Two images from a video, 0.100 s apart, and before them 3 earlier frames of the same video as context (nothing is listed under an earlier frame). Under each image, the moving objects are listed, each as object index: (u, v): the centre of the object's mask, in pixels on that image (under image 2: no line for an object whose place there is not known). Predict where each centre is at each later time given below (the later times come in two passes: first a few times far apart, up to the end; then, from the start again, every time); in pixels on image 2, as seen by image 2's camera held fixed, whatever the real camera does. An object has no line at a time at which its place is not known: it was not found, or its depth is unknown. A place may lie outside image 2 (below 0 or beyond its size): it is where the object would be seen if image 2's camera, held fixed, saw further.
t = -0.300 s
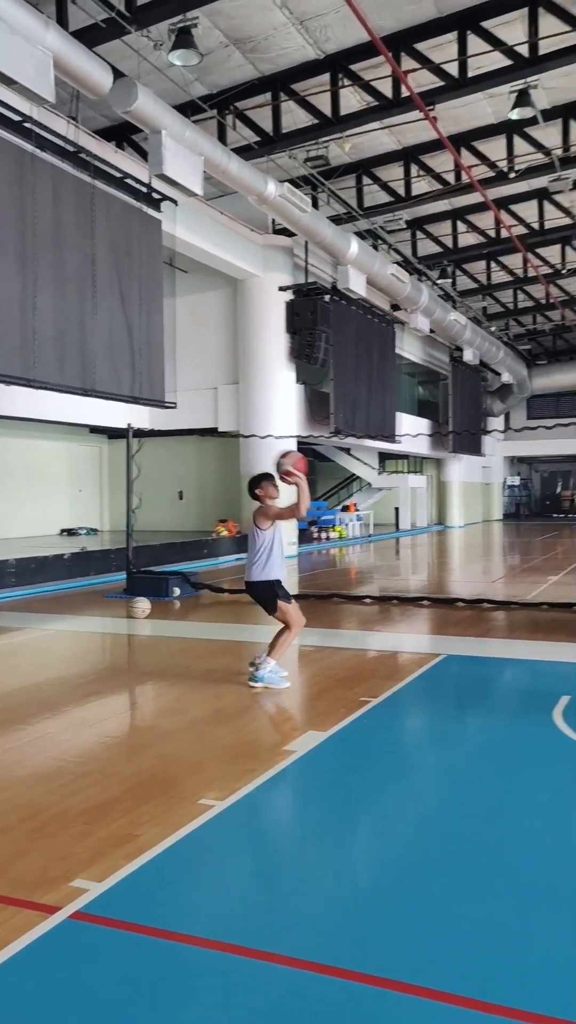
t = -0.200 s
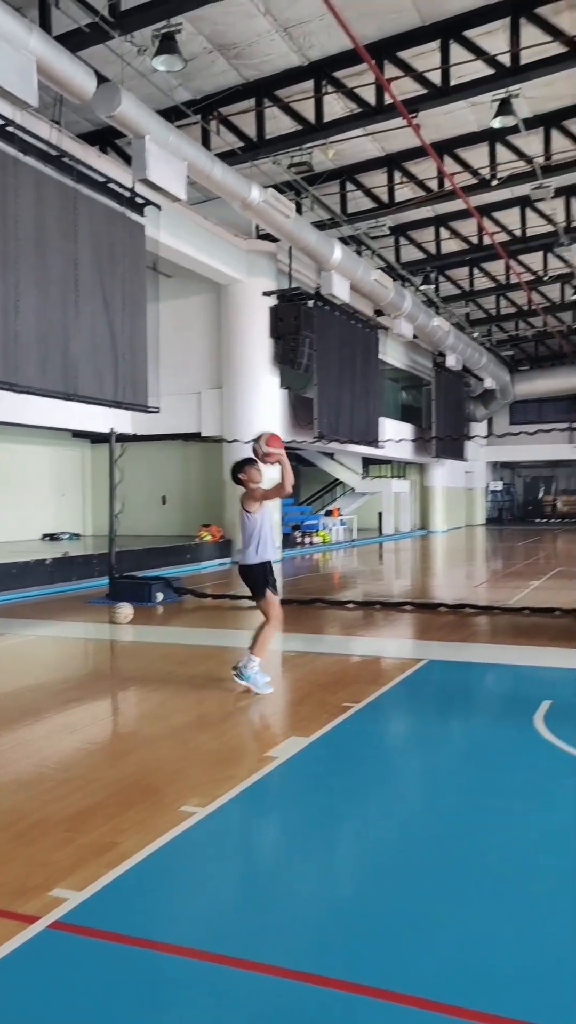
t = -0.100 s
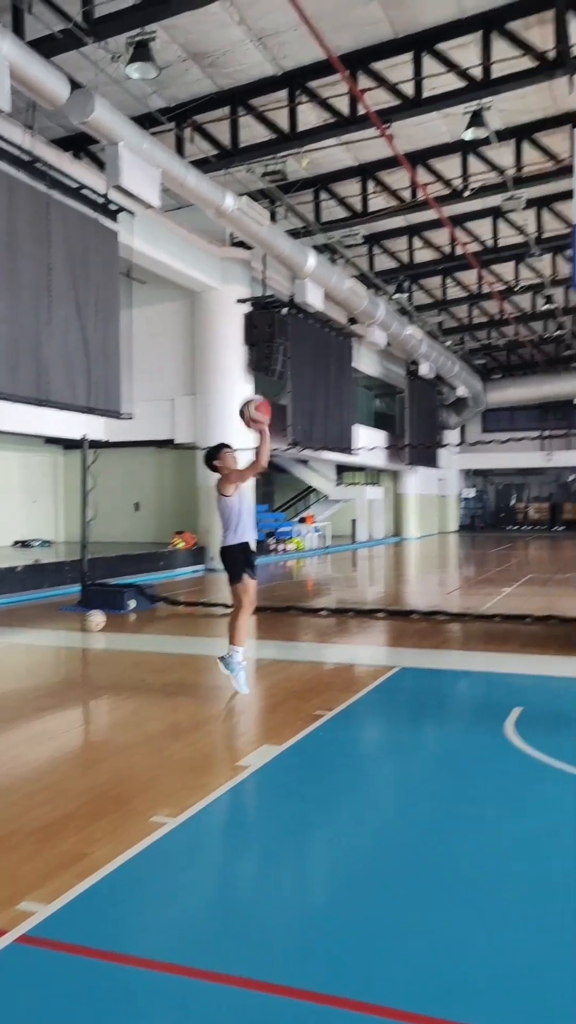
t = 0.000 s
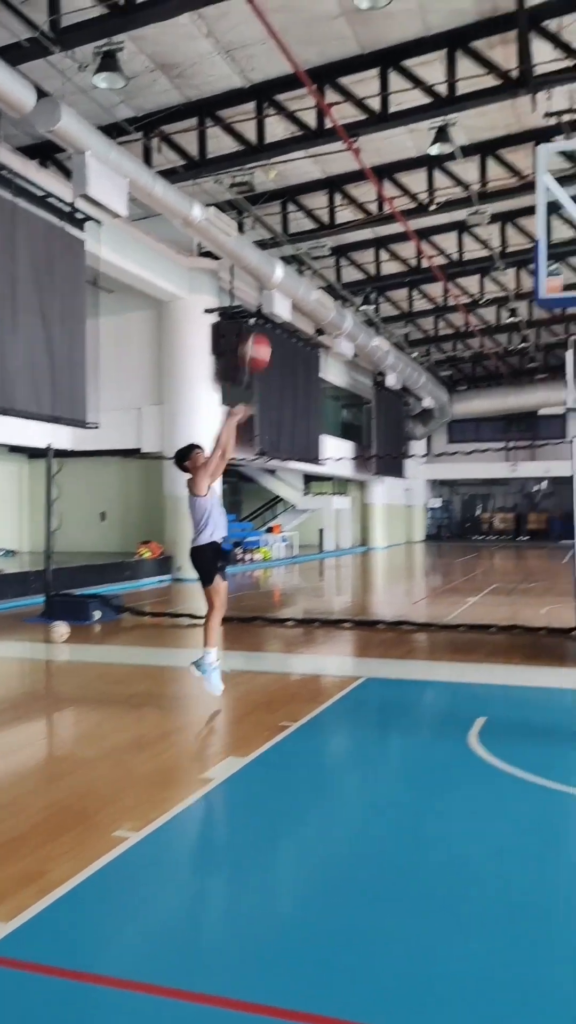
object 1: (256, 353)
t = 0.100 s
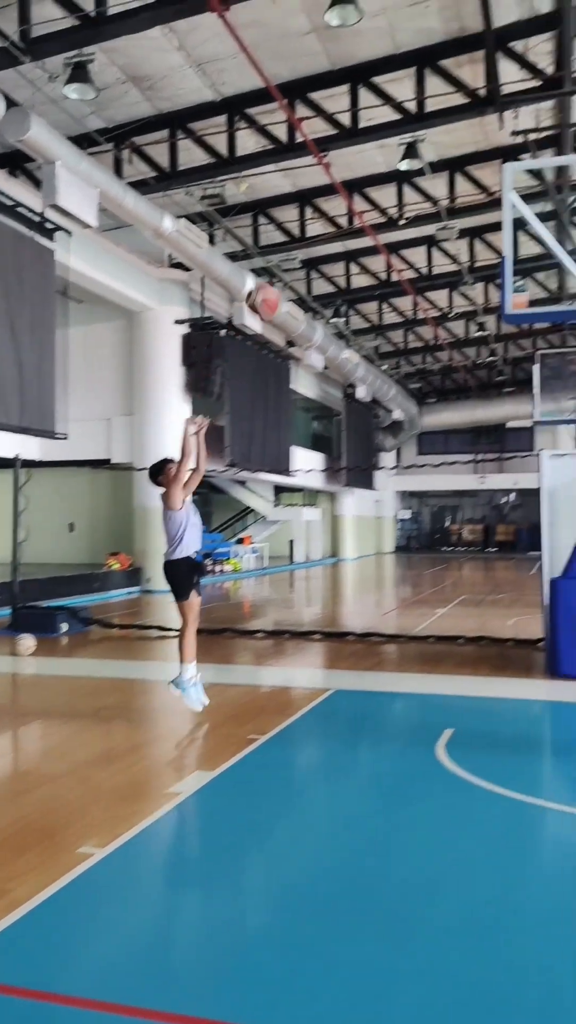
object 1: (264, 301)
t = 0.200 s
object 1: (300, 252)
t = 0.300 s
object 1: (340, 213)
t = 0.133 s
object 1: (276, 283)
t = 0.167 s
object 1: (287, 267)
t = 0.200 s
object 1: (300, 252)
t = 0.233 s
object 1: (313, 237)
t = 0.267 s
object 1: (327, 225)
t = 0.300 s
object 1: (340, 213)
